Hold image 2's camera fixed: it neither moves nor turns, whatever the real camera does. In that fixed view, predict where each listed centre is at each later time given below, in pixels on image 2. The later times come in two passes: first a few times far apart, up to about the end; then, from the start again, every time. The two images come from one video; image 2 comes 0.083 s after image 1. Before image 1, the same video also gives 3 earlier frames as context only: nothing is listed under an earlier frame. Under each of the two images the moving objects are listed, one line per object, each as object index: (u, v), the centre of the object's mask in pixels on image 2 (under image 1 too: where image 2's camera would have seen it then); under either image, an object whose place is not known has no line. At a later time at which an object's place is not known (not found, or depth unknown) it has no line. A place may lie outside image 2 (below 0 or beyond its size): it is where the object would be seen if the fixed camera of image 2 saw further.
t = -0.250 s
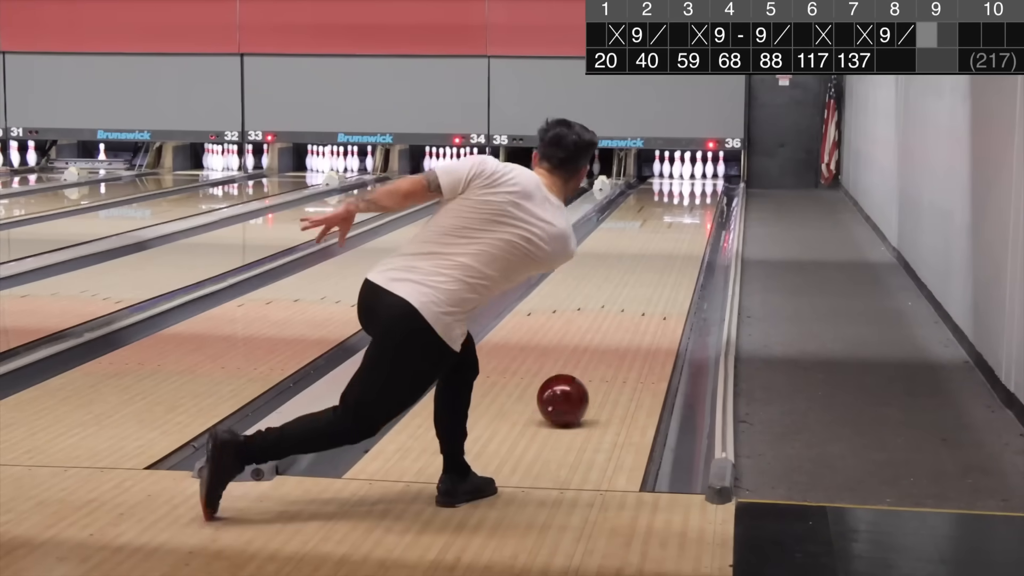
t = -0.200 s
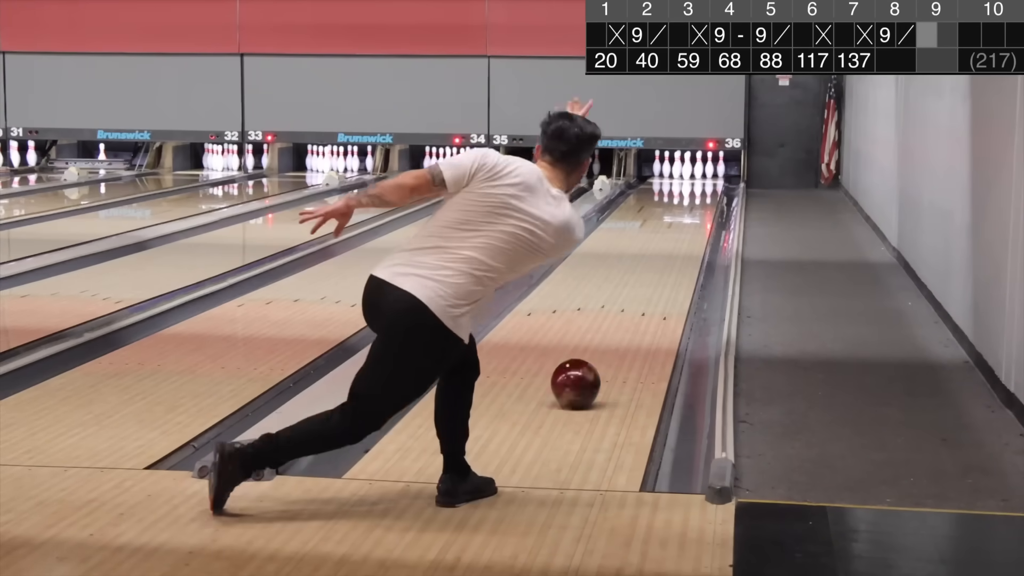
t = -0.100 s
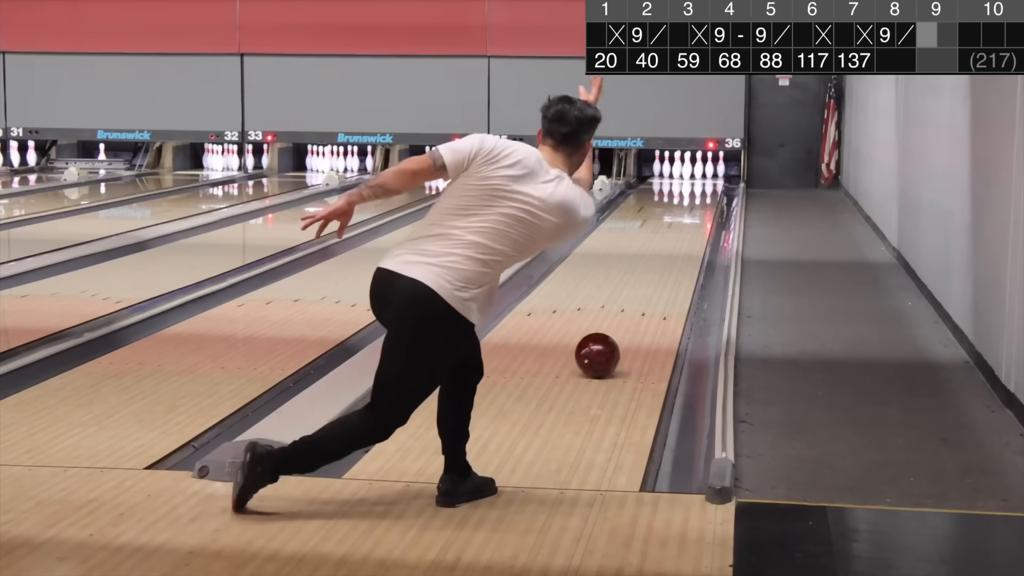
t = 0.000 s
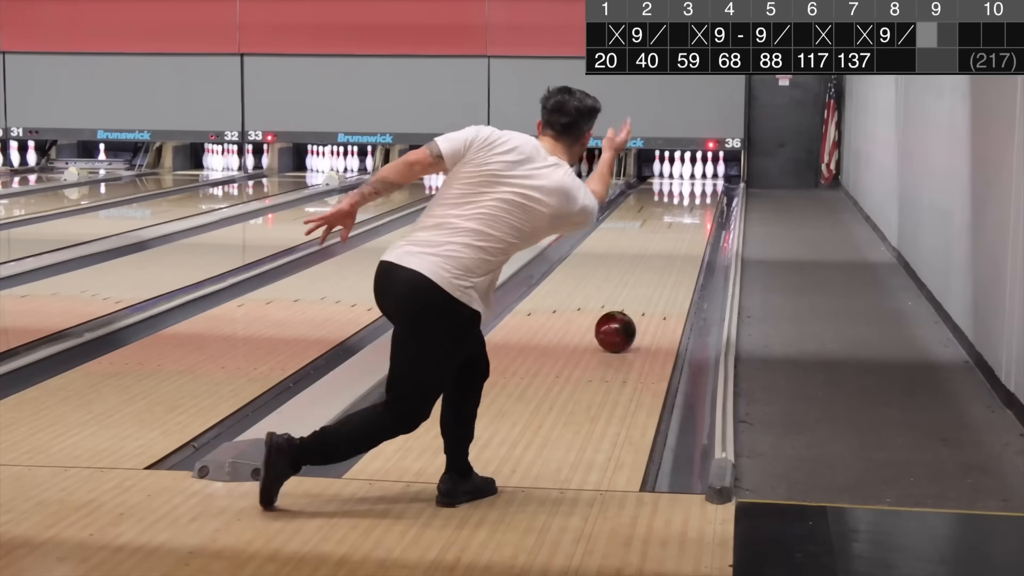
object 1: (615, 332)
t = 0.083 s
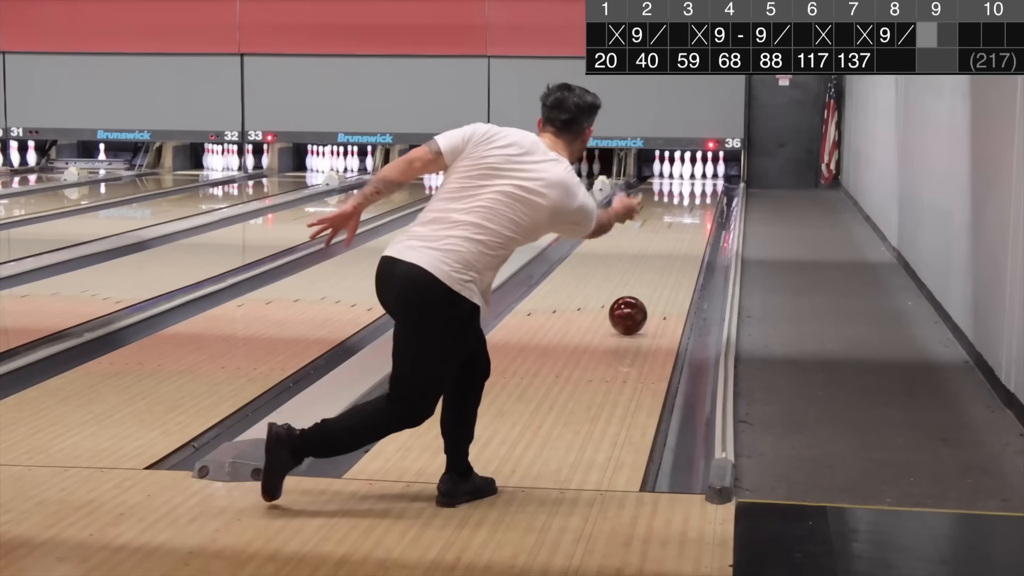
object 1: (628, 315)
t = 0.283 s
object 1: (651, 284)
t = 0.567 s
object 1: (674, 251)
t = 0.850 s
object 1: (688, 227)
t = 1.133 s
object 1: (696, 209)
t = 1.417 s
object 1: (700, 196)
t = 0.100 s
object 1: (630, 312)
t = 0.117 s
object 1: (632, 309)
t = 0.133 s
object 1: (634, 306)
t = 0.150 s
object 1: (636, 304)
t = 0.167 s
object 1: (639, 301)
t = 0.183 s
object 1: (641, 298)
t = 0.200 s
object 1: (643, 296)
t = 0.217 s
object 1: (644, 293)
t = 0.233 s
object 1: (646, 291)
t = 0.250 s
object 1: (648, 288)
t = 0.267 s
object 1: (650, 286)
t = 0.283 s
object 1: (651, 284)
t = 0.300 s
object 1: (653, 282)
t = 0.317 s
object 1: (655, 280)
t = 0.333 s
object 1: (656, 278)
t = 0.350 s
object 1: (658, 276)
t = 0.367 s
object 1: (659, 273)
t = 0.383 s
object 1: (660, 271)
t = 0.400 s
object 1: (662, 269)
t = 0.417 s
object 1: (663, 267)
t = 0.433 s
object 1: (664, 266)
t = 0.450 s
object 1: (666, 264)
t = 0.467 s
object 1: (667, 262)
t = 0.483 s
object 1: (668, 260)
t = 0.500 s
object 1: (669, 258)
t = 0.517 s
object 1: (670, 256)
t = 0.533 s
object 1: (672, 255)
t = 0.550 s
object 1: (673, 253)
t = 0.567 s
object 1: (674, 251)
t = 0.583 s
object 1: (675, 250)
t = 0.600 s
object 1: (676, 248)
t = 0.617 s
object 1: (677, 246)
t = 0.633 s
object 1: (678, 245)
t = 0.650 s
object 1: (678, 243)
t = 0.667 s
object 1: (679, 242)
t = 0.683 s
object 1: (680, 240)
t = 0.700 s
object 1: (681, 239)
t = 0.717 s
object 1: (682, 238)
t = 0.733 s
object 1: (683, 236)
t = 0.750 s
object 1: (684, 235)
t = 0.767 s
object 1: (684, 234)
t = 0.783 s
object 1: (685, 232)
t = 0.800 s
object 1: (686, 231)
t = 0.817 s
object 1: (686, 230)
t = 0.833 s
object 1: (687, 228)
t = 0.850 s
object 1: (688, 227)
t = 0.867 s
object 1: (688, 226)
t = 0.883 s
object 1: (689, 225)
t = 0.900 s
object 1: (690, 223)
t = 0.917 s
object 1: (690, 222)
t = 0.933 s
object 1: (691, 221)
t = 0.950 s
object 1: (691, 220)
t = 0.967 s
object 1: (692, 219)
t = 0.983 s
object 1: (692, 218)
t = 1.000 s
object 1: (693, 217)
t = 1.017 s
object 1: (693, 216)
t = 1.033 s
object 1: (694, 215)
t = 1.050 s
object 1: (694, 214)
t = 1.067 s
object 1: (694, 213)
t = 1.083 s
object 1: (695, 212)
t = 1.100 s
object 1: (695, 211)
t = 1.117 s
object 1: (696, 210)
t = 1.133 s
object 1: (696, 209)
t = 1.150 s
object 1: (696, 208)
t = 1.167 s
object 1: (696, 208)
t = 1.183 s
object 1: (697, 207)
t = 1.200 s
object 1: (697, 206)
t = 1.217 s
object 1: (698, 205)
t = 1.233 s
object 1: (698, 204)
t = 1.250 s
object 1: (698, 203)
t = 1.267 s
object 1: (698, 203)
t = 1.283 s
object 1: (698, 202)
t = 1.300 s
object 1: (699, 201)
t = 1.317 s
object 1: (699, 200)
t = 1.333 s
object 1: (699, 199)
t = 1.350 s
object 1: (699, 199)
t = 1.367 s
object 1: (699, 198)
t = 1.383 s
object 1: (699, 197)
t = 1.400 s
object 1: (699, 196)
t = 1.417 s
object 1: (700, 196)
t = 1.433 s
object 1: (699, 195)
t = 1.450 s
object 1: (700, 194)
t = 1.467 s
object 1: (700, 194)
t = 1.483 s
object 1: (700, 193)
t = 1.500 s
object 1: (700, 192)
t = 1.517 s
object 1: (700, 192)
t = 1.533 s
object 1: (700, 191)
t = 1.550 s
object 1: (700, 190)
